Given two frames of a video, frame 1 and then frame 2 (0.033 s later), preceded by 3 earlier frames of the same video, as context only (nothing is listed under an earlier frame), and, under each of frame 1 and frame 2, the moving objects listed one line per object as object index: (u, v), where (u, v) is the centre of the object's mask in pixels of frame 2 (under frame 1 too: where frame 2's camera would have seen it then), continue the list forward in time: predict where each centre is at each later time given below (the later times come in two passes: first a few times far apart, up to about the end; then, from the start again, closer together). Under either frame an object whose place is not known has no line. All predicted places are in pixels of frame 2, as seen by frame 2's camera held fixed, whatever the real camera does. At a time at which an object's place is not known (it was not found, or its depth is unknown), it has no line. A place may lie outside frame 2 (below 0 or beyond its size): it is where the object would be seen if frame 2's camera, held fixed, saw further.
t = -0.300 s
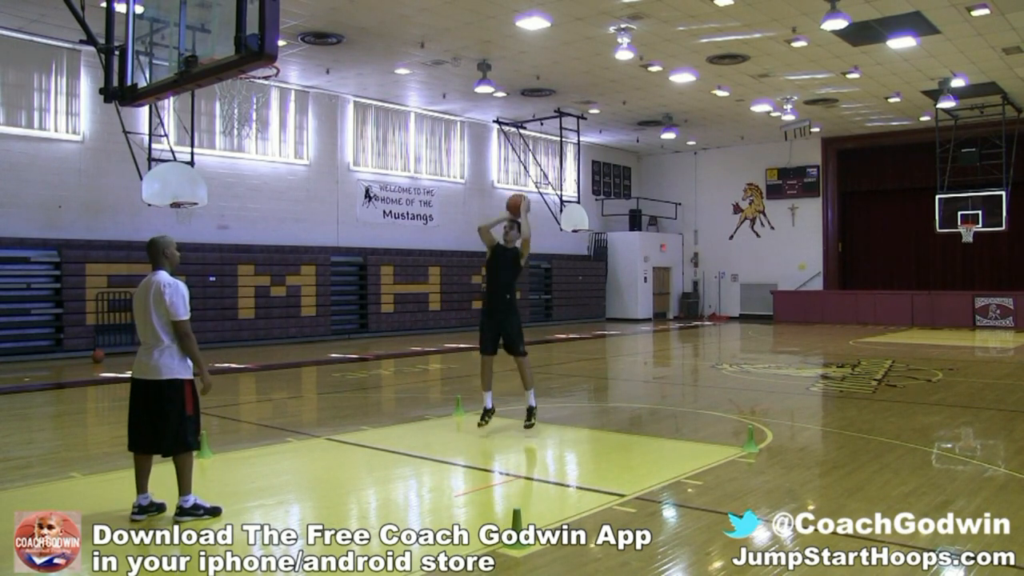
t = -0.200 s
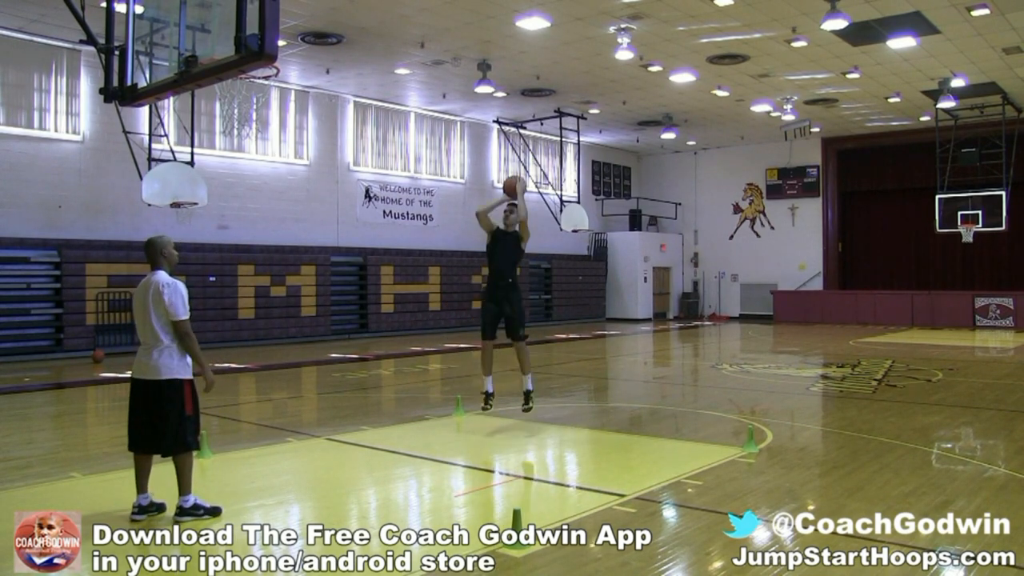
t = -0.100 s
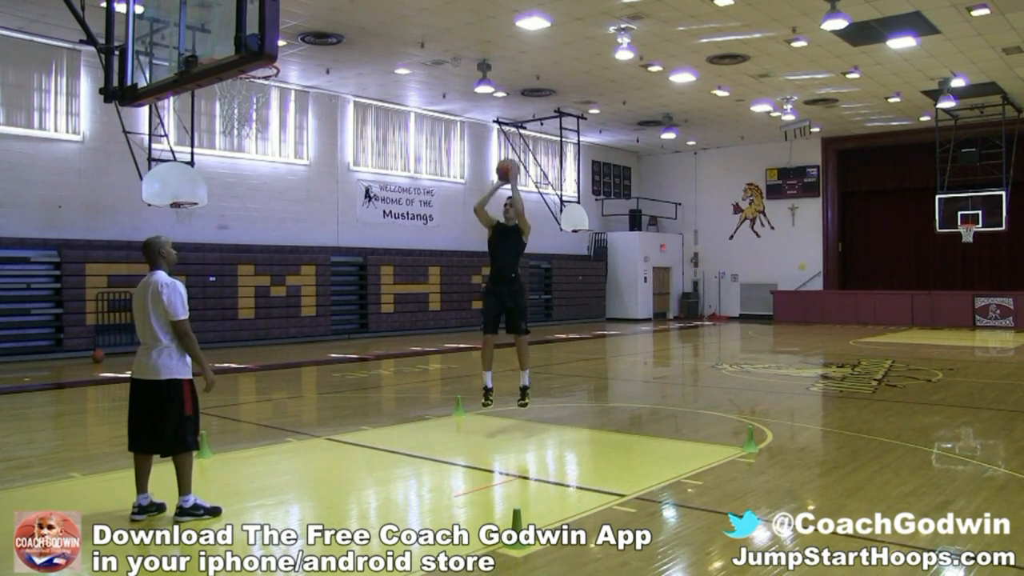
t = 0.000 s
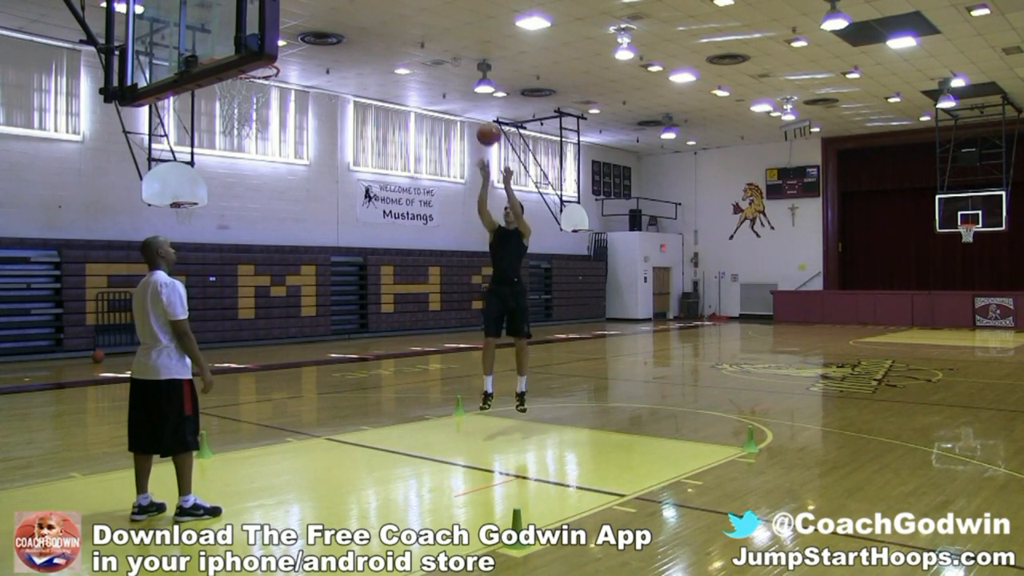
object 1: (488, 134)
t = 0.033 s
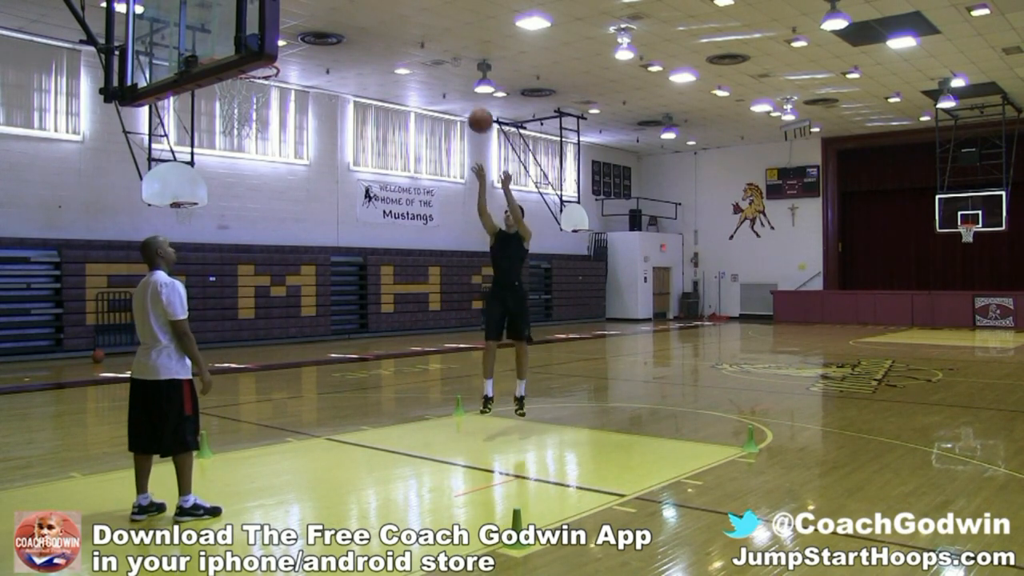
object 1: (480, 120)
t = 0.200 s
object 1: (435, 65)
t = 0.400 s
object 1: (372, 30)
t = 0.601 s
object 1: (296, 39)
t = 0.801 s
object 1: (217, 100)
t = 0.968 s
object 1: (214, 164)
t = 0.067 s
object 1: (472, 107)
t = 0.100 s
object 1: (462, 97)
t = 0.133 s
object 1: (454, 85)
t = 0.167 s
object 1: (444, 75)
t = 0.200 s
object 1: (435, 65)
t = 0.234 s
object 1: (425, 57)
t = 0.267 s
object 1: (415, 49)
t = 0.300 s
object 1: (405, 43)
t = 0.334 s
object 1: (394, 38)
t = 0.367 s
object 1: (383, 34)
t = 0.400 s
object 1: (372, 30)
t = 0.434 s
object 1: (360, 28)
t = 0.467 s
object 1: (348, 28)
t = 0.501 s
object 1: (336, 28)
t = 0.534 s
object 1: (323, 30)
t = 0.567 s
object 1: (309, 34)
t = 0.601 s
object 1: (296, 39)
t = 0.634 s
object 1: (287, 47)
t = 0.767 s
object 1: (222, 94)
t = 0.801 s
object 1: (217, 100)
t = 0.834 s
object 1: (216, 109)
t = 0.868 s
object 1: (215, 120)
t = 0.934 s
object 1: (214, 147)
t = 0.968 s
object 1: (214, 164)
